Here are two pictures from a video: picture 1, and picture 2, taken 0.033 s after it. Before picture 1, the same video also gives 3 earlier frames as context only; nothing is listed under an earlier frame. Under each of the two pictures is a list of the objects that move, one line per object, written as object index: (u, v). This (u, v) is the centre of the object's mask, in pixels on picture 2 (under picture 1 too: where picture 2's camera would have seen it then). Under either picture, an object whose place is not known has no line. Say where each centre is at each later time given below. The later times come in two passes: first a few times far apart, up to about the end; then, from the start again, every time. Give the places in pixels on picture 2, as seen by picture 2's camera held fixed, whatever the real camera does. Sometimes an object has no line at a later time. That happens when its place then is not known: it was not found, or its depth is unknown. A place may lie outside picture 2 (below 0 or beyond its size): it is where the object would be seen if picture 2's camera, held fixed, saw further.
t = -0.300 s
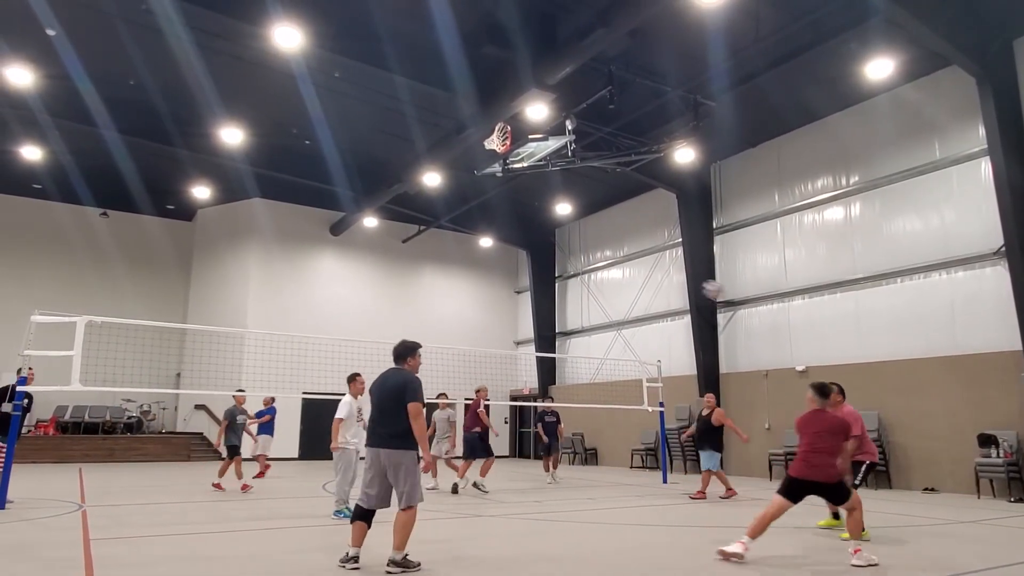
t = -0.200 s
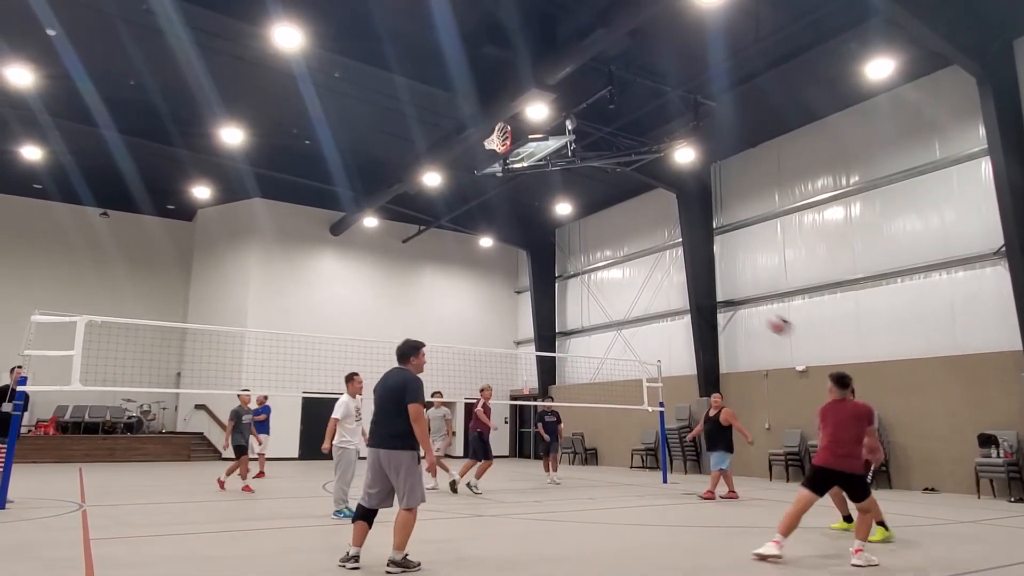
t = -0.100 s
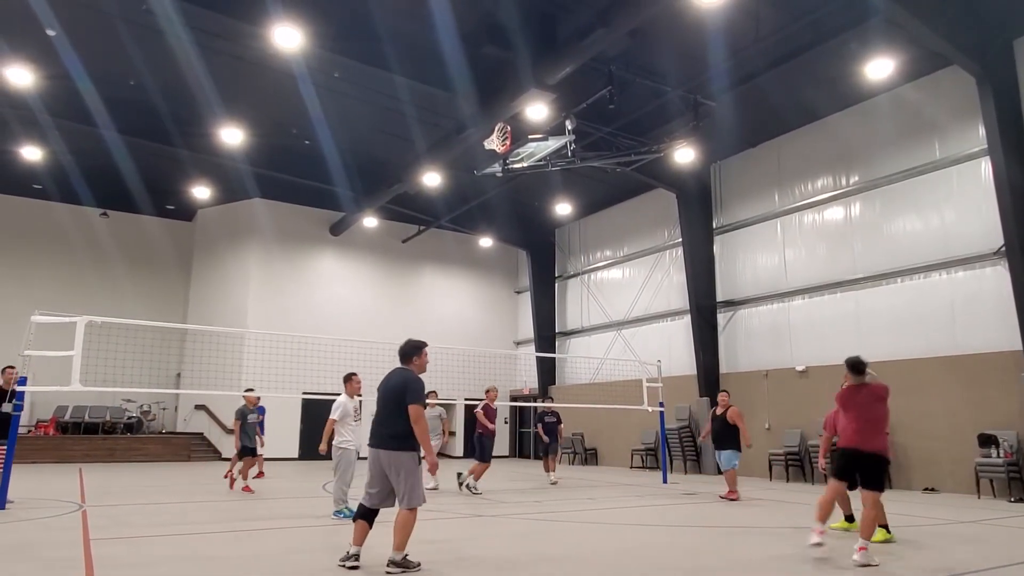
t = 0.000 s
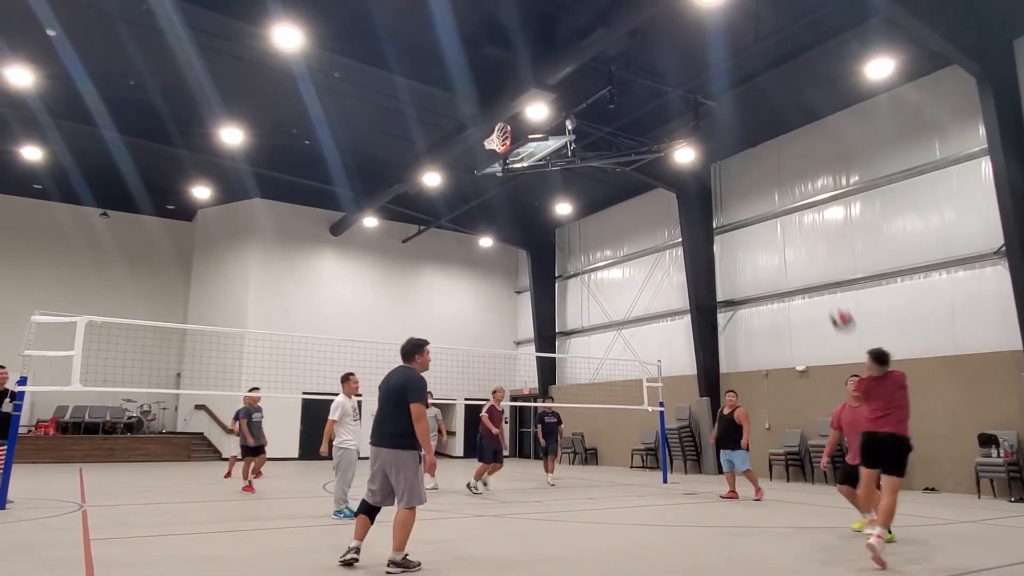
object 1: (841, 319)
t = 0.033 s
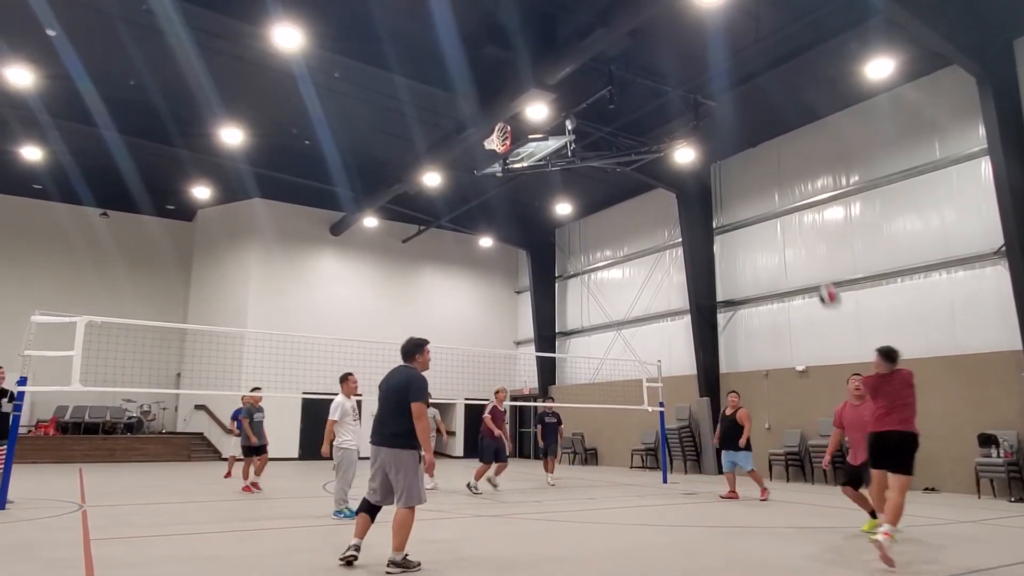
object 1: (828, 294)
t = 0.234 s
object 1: (765, 195)
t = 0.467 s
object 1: (709, 145)
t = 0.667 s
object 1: (672, 138)
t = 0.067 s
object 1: (817, 275)
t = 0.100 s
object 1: (805, 255)
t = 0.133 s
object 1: (794, 239)
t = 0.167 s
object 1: (784, 221)
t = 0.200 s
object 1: (774, 210)
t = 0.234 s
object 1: (765, 195)
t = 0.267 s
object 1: (755, 185)
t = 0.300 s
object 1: (746, 175)
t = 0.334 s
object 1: (738, 166)
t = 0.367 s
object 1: (730, 159)
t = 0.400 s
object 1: (723, 154)
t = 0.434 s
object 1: (716, 149)
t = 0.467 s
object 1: (709, 145)
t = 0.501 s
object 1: (702, 141)
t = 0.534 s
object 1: (696, 139)
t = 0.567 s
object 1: (690, 136)
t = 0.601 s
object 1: (683, 136)
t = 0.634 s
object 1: (677, 137)
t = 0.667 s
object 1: (672, 138)
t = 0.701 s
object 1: (666, 140)
